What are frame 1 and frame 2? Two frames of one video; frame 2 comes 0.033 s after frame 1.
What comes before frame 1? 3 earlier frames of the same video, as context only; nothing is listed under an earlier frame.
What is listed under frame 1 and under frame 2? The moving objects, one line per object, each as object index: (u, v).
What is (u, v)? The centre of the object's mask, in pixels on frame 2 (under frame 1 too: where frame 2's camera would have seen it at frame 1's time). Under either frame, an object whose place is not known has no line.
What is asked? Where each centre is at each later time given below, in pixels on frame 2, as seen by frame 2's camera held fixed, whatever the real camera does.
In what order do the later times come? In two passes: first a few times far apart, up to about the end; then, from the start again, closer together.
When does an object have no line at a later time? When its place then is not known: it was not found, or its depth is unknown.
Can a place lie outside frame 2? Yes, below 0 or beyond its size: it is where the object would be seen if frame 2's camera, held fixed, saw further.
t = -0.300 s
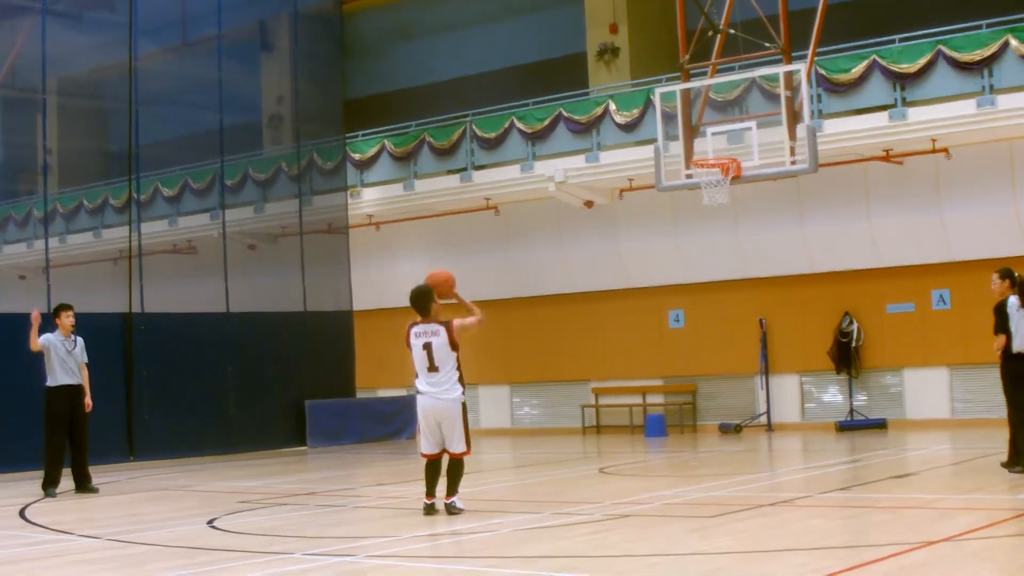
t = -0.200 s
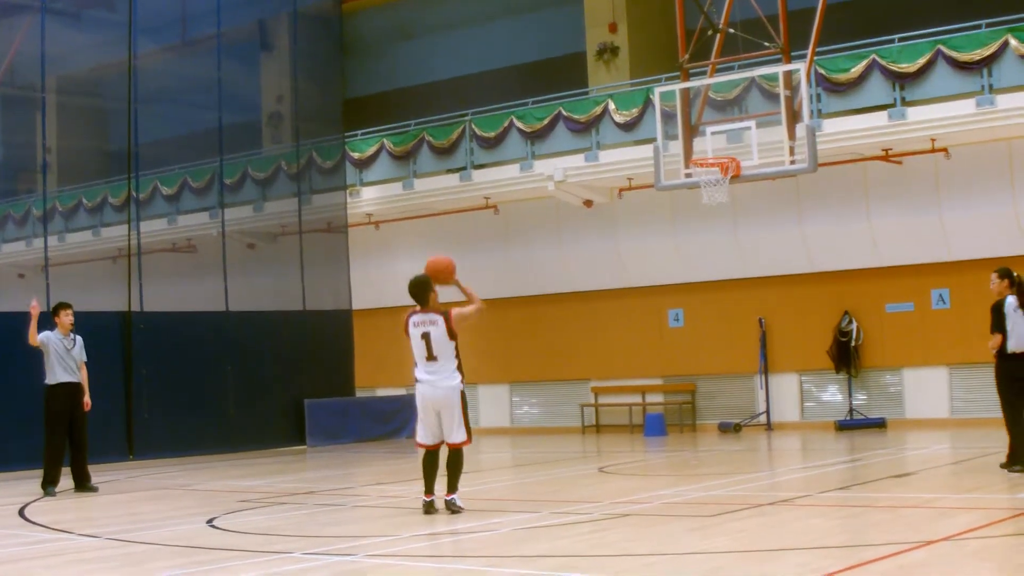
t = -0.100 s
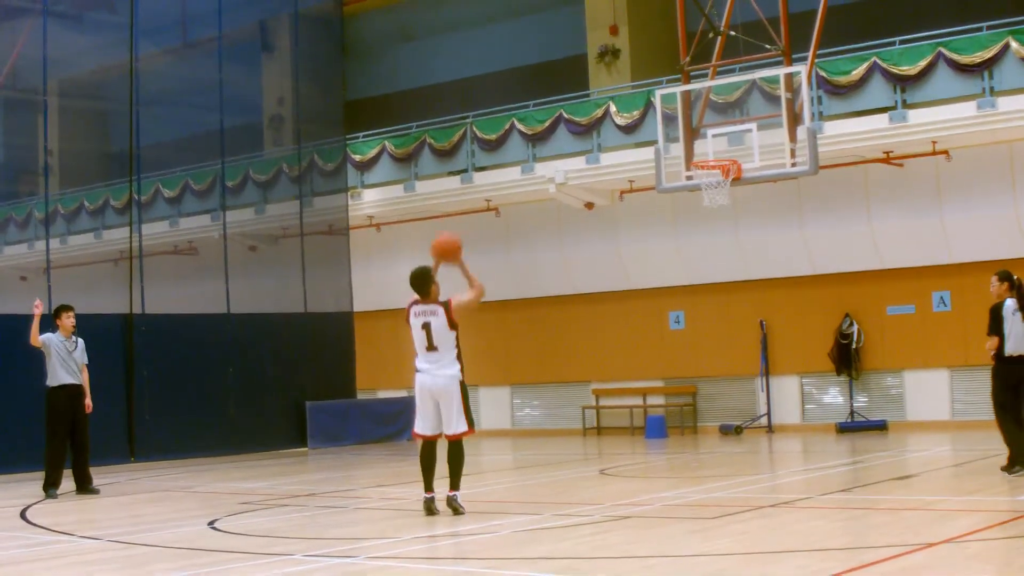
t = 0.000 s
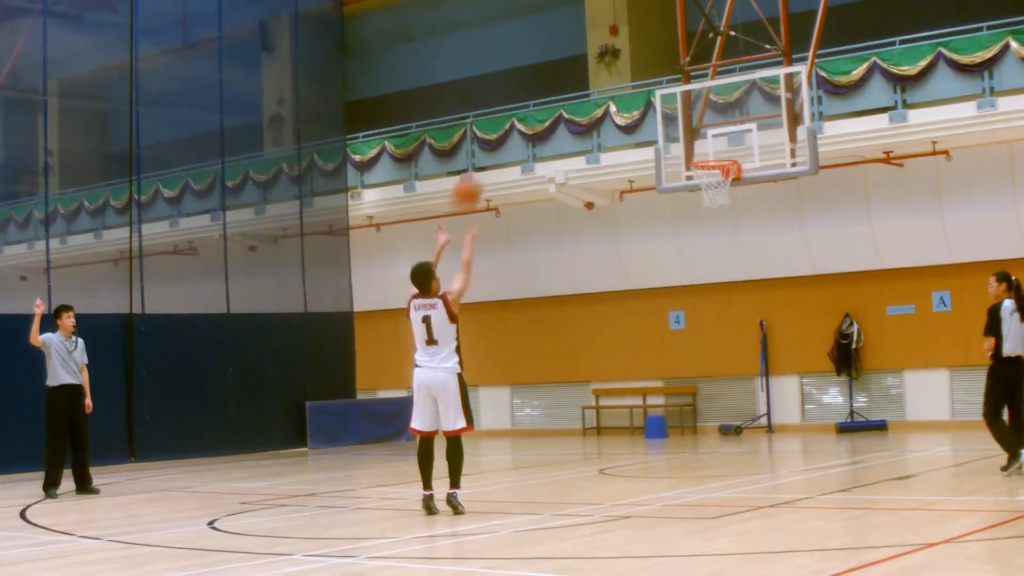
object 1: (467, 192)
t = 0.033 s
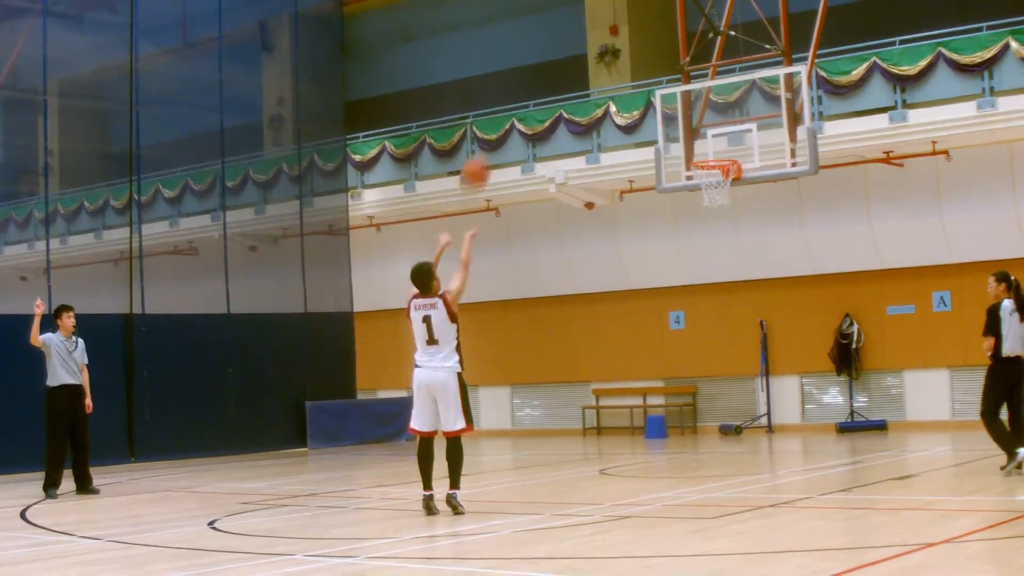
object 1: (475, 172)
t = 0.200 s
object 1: (519, 96)
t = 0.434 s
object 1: (576, 53)
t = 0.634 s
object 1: (624, 61)
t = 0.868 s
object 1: (675, 119)
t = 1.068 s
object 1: (674, 150)
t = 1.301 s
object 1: (625, 182)
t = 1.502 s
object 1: (581, 259)
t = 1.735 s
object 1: (526, 430)
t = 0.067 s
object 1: (485, 154)
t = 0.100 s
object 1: (493, 138)
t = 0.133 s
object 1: (501, 122)
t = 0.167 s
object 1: (511, 108)
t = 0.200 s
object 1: (519, 96)
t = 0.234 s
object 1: (528, 86)
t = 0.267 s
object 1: (536, 78)
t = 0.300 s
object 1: (544, 70)
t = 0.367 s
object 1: (561, 60)
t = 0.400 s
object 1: (568, 56)
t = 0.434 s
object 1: (576, 53)
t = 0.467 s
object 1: (584, 51)
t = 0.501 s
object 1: (592, 51)
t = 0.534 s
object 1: (601, 51)
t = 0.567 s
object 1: (608, 54)
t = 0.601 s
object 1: (617, 56)
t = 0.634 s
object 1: (624, 61)
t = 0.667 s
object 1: (632, 66)
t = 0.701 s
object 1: (640, 73)
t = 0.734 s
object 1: (646, 79)
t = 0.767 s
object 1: (654, 88)
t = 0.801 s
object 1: (663, 99)
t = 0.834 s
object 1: (670, 109)
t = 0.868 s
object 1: (675, 119)
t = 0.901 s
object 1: (685, 133)
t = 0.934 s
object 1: (692, 146)
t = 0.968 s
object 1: (694, 154)
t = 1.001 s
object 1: (688, 153)
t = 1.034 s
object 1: (682, 151)
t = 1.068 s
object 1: (674, 150)
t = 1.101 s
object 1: (667, 151)
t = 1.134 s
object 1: (660, 153)
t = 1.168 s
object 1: (654, 156)
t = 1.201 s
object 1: (646, 159)
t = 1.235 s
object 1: (639, 166)
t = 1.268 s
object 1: (632, 173)
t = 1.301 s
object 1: (625, 182)
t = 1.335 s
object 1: (618, 191)
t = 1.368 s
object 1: (611, 201)
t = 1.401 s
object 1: (604, 212)
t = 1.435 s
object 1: (597, 226)
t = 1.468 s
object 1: (589, 242)
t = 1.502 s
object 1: (581, 259)
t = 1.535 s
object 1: (574, 277)
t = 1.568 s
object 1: (566, 293)
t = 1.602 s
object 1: (560, 316)
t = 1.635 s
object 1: (552, 341)
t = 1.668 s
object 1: (543, 366)
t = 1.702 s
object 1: (535, 397)
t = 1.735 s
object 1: (526, 430)
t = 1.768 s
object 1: (518, 459)
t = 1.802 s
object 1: (510, 490)
